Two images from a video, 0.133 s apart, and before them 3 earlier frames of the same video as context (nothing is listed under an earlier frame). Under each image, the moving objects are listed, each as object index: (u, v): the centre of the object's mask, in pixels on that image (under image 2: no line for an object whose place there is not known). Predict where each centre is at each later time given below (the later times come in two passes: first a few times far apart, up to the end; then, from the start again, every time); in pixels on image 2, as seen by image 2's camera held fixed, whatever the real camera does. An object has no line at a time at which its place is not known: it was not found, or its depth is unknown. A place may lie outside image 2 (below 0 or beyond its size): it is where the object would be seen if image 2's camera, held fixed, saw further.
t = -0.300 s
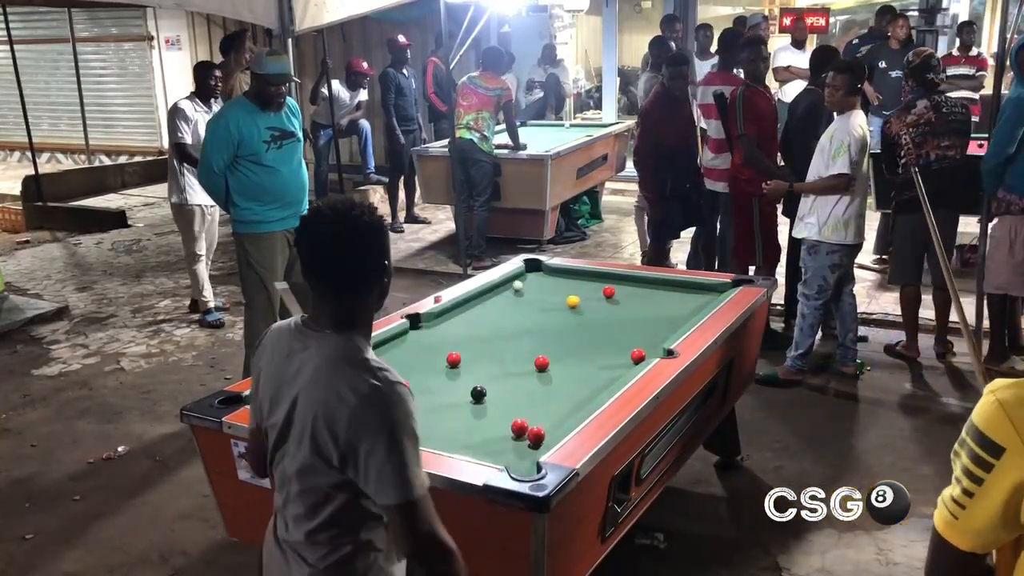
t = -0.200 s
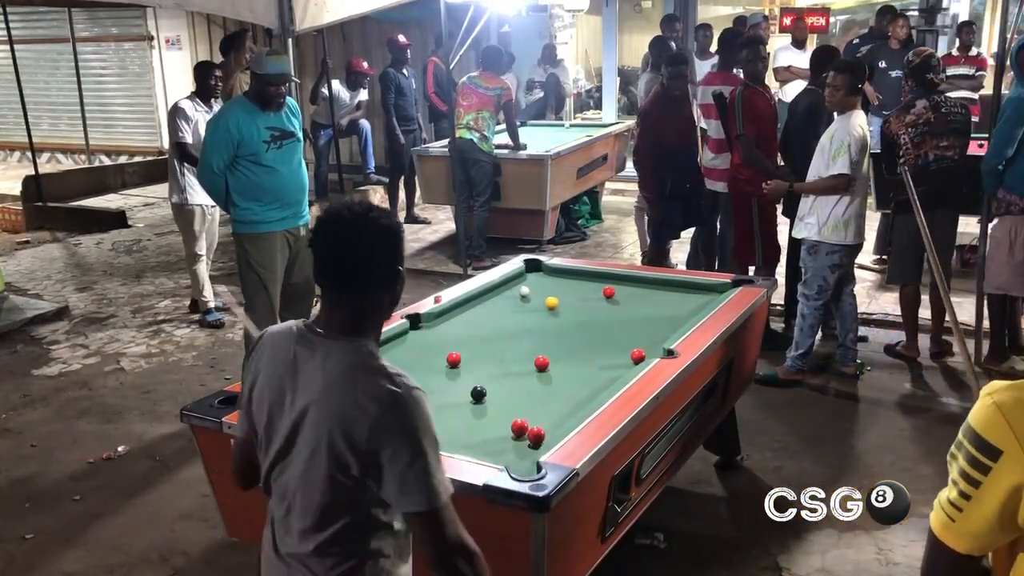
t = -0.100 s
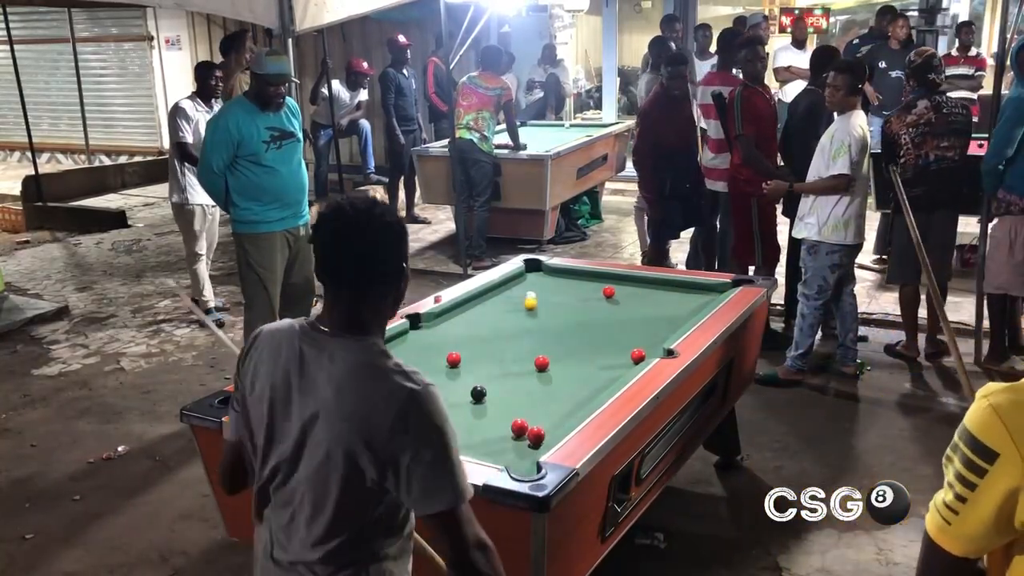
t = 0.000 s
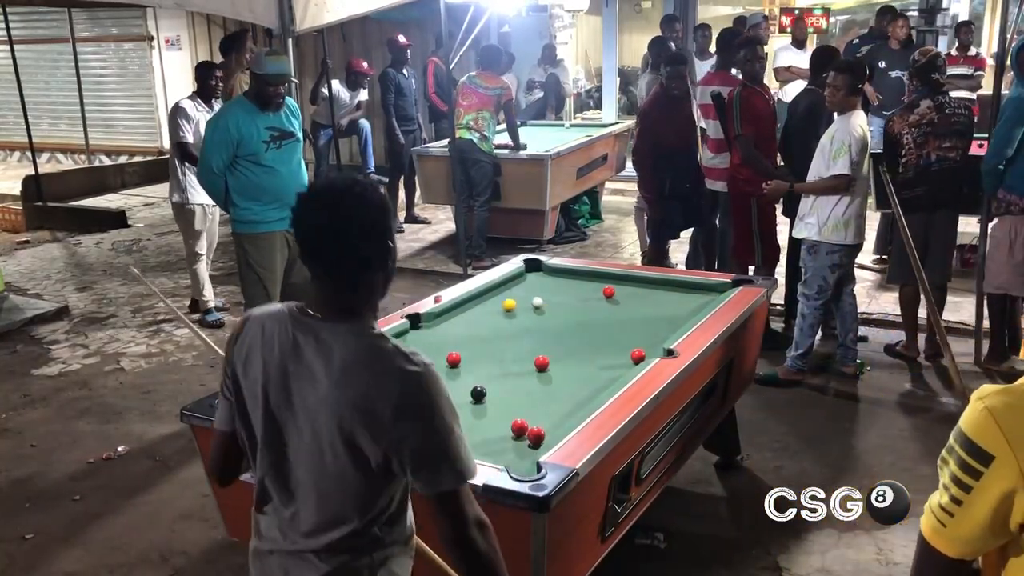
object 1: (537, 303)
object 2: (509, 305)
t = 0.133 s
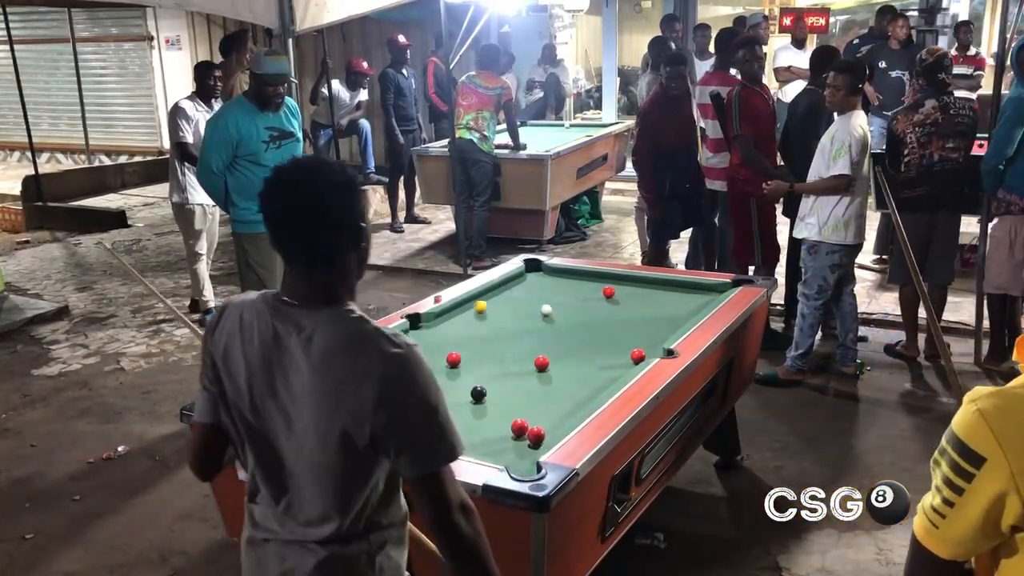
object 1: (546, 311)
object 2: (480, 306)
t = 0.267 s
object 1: (556, 319)
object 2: (457, 308)
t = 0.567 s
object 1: (577, 339)
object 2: (469, 315)
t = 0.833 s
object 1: (598, 358)
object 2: (480, 322)
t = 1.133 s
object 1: (613, 377)
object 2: (492, 329)
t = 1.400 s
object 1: (581, 380)
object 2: (502, 334)
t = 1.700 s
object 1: (547, 383)
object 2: (513, 340)
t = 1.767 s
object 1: (540, 383)
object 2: (515, 342)
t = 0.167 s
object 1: (549, 313)
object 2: (473, 307)
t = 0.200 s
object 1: (551, 315)
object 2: (466, 307)
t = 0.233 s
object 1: (553, 317)
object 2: (460, 307)
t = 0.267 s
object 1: (556, 319)
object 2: (457, 308)
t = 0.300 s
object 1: (558, 321)
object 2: (458, 309)
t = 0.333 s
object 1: (560, 323)
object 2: (460, 310)
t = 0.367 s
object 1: (563, 325)
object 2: (461, 311)
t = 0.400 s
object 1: (565, 328)
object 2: (463, 311)
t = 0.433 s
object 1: (568, 330)
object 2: (464, 312)
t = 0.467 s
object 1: (570, 332)
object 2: (466, 313)
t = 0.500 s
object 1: (573, 334)
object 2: (467, 314)
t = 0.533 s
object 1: (575, 337)
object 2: (468, 314)
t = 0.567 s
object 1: (577, 339)
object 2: (469, 315)
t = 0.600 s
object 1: (579, 341)
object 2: (471, 316)
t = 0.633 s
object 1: (582, 343)
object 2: (472, 317)
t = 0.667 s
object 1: (585, 346)
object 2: (474, 318)
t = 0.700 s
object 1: (588, 348)
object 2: (475, 319)
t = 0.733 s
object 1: (590, 351)
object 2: (477, 319)
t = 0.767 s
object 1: (593, 353)
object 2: (478, 320)
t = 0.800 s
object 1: (595, 355)
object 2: (479, 321)
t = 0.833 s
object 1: (598, 358)
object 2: (480, 322)
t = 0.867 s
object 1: (601, 361)
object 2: (482, 323)
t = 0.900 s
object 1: (604, 363)
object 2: (483, 323)
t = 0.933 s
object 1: (607, 365)
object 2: (484, 324)
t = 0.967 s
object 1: (609, 368)
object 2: (486, 325)
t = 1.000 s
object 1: (613, 371)
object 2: (487, 325)
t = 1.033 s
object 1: (616, 373)
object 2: (488, 326)
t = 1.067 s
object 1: (618, 374)
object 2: (489, 327)
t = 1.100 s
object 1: (616, 375)
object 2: (491, 328)
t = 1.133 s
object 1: (613, 377)
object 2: (492, 329)
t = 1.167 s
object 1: (609, 378)
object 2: (493, 329)
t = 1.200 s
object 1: (605, 379)
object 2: (495, 330)
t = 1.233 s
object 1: (601, 379)
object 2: (496, 331)
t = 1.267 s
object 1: (597, 380)
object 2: (497, 332)
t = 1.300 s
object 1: (593, 380)
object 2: (498, 332)
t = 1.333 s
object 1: (589, 380)
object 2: (499, 333)
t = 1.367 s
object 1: (585, 380)
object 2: (501, 334)
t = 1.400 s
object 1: (581, 380)
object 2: (502, 334)
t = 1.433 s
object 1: (577, 381)
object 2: (503, 335)
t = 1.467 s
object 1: (573, 381)
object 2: (505, 336)
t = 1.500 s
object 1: (569, 381)
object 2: (506, 336)
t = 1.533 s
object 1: (566, 381)
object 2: (507, 337)
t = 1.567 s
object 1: (562, 382)
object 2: (508, 338)
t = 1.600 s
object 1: (558, 382)
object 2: (509, 339)
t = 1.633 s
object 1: (555, 382)
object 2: (510, 339)
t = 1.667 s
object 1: (551, 383)
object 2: (512, 340)
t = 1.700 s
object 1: (547, 383)
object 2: (513, 340)
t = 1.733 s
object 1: (543, 383)
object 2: (514, 341)
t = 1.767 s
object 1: (540, 383)
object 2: (515, 342)
